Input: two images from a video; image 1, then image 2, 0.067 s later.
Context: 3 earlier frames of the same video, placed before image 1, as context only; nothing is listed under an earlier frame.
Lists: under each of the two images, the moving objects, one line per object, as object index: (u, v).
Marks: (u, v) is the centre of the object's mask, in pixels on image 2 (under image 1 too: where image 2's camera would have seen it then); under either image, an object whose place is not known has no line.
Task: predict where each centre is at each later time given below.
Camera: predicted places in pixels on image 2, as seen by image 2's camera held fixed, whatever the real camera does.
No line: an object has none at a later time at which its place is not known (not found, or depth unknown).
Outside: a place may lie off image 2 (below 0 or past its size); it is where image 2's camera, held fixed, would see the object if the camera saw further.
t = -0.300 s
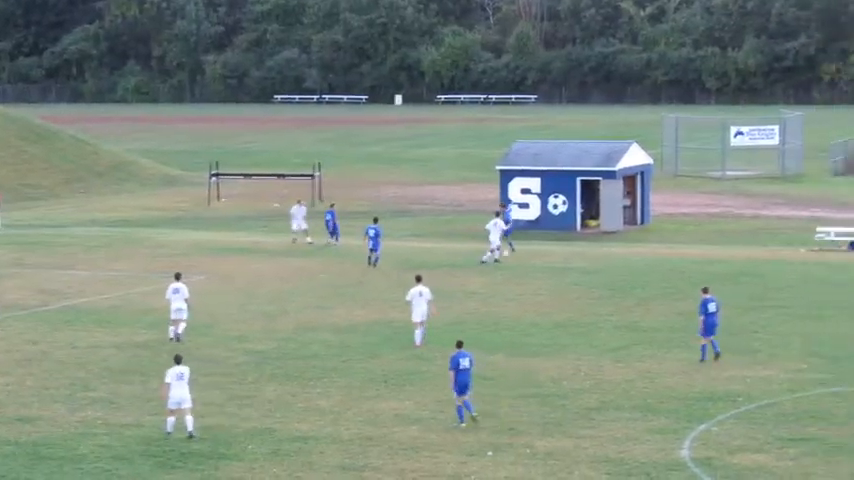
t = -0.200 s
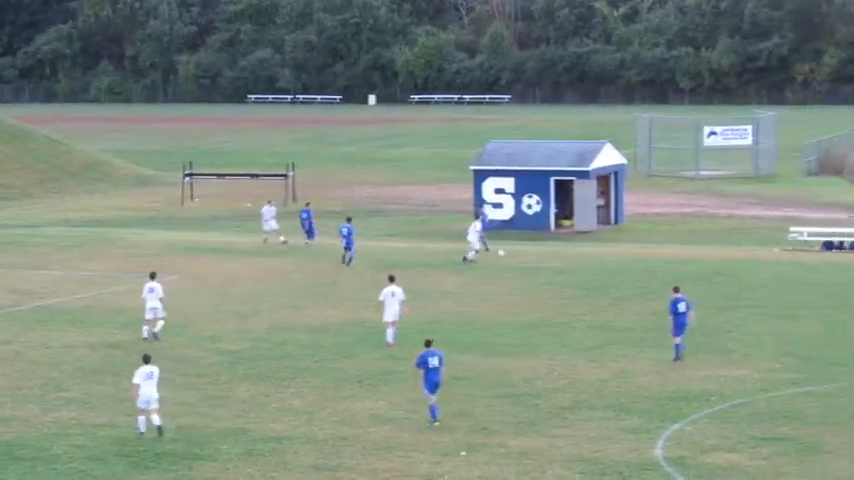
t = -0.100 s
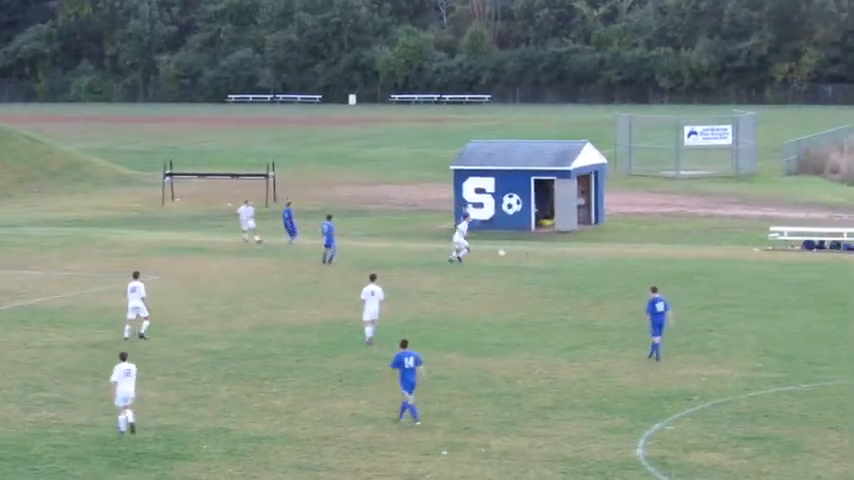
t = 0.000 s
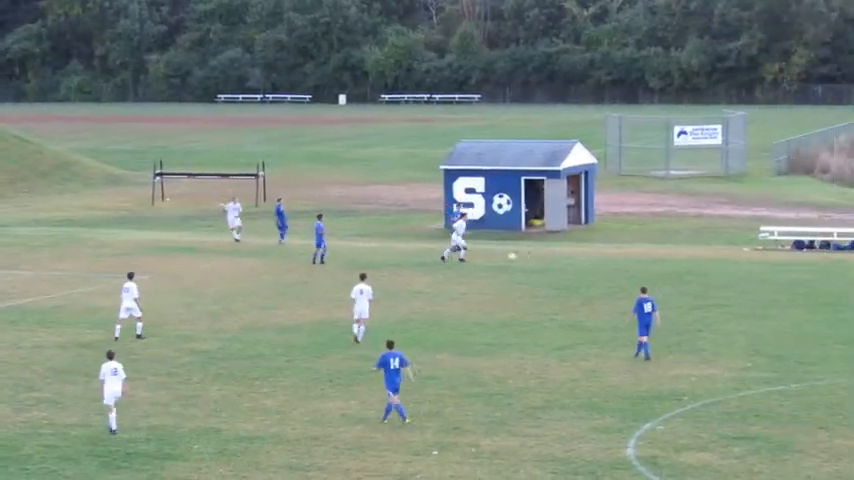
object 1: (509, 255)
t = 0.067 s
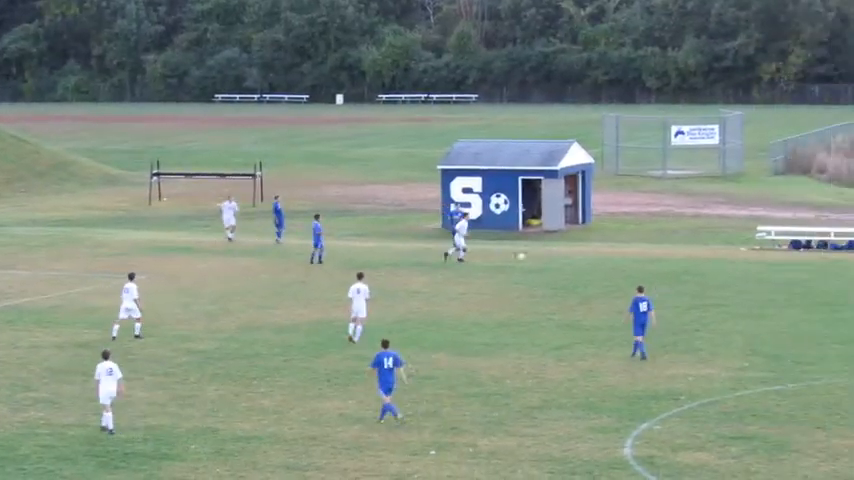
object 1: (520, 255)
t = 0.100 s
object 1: (525, 254)
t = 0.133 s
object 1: (531, 255)
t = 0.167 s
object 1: (537, 255)
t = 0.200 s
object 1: (542, 255)
